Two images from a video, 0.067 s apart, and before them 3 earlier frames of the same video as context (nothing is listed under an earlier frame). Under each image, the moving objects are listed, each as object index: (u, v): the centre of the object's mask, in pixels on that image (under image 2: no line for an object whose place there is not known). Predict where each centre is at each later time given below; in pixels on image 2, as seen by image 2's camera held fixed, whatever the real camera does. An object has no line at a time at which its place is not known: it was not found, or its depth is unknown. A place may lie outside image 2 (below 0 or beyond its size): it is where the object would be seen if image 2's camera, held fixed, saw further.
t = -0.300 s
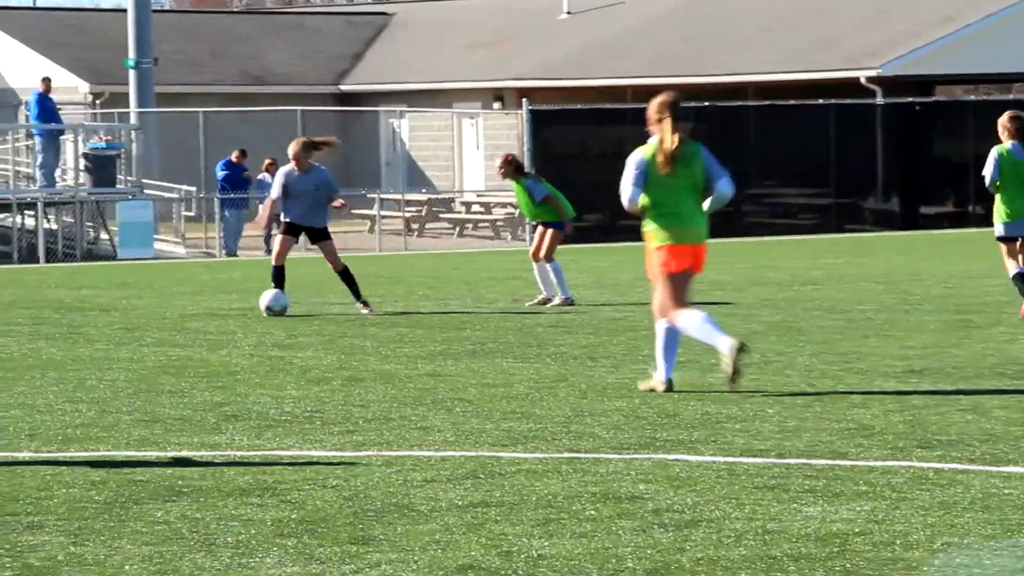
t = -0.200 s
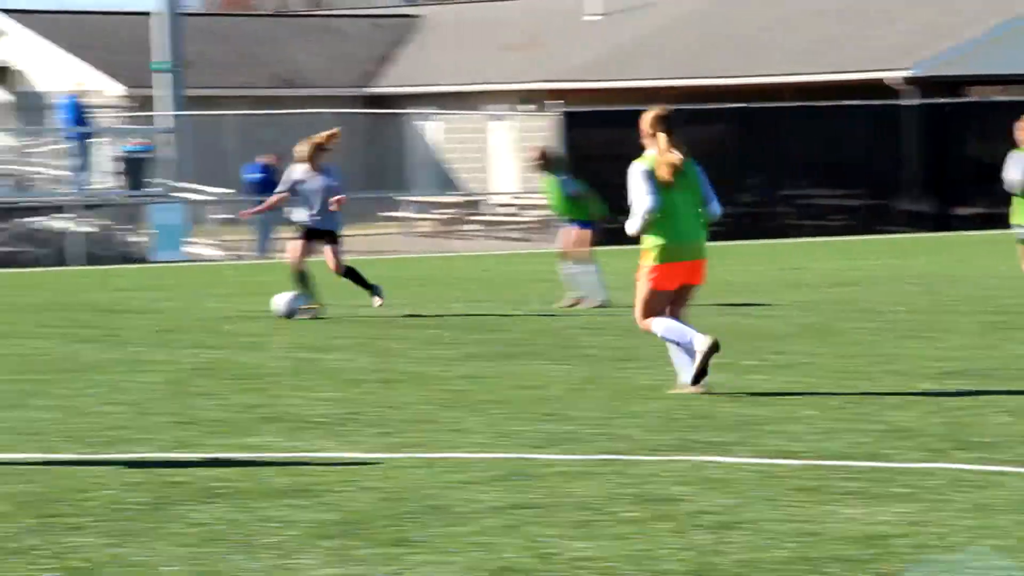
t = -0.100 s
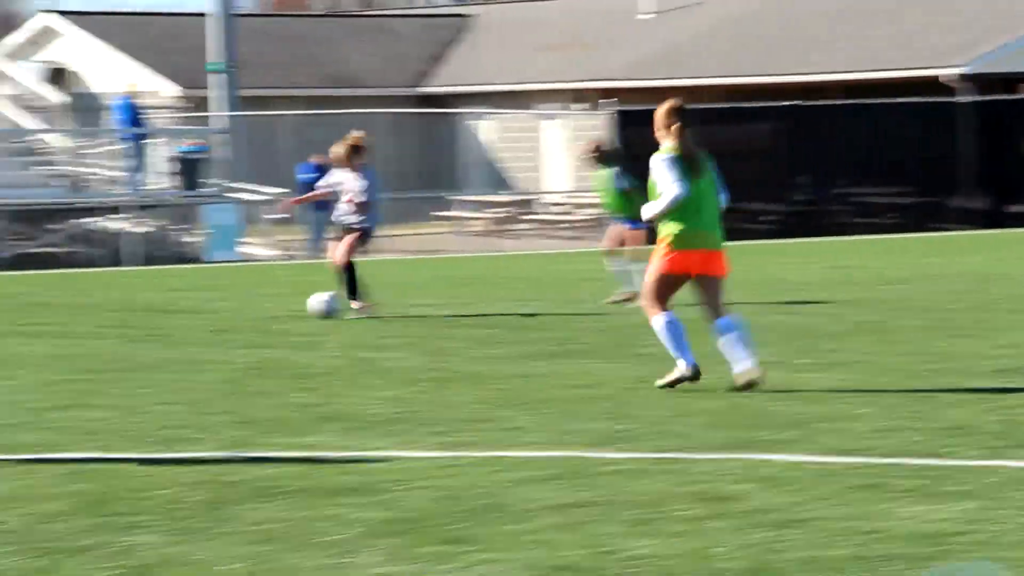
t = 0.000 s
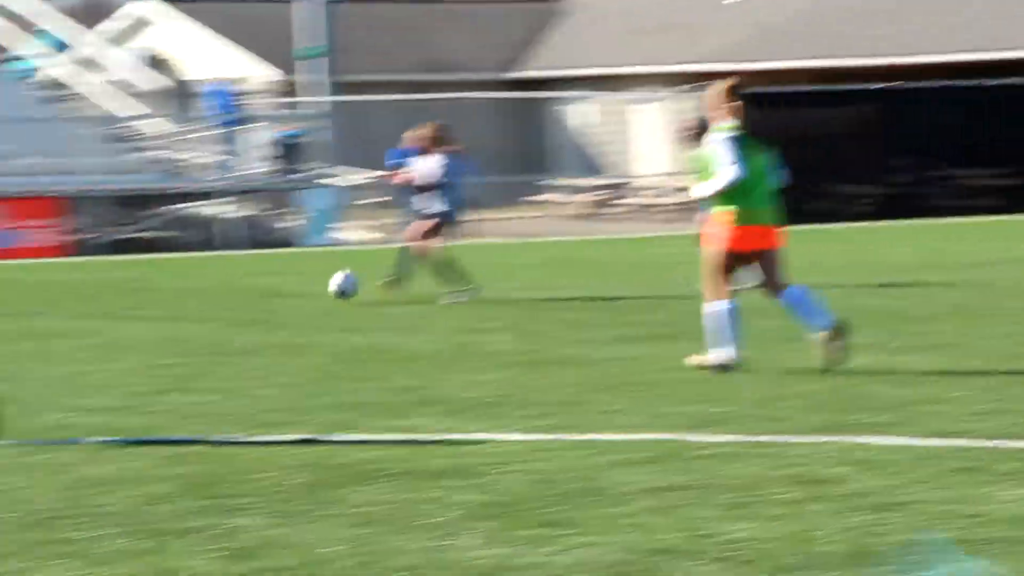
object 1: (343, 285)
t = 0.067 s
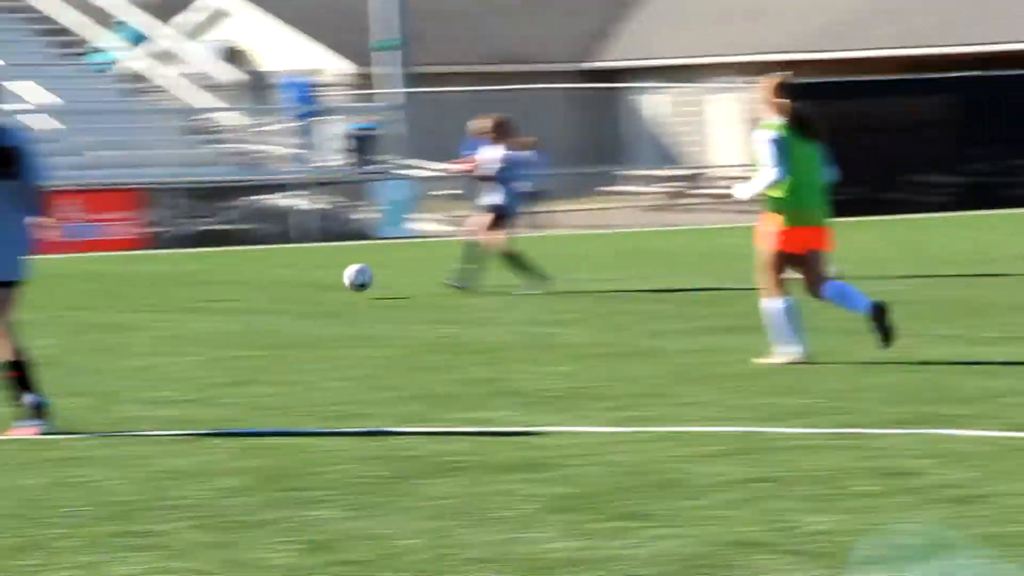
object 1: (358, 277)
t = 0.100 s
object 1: (330, 280)
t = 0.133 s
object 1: (302, 283)
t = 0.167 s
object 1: (274, 289)
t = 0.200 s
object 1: (250, 288)
